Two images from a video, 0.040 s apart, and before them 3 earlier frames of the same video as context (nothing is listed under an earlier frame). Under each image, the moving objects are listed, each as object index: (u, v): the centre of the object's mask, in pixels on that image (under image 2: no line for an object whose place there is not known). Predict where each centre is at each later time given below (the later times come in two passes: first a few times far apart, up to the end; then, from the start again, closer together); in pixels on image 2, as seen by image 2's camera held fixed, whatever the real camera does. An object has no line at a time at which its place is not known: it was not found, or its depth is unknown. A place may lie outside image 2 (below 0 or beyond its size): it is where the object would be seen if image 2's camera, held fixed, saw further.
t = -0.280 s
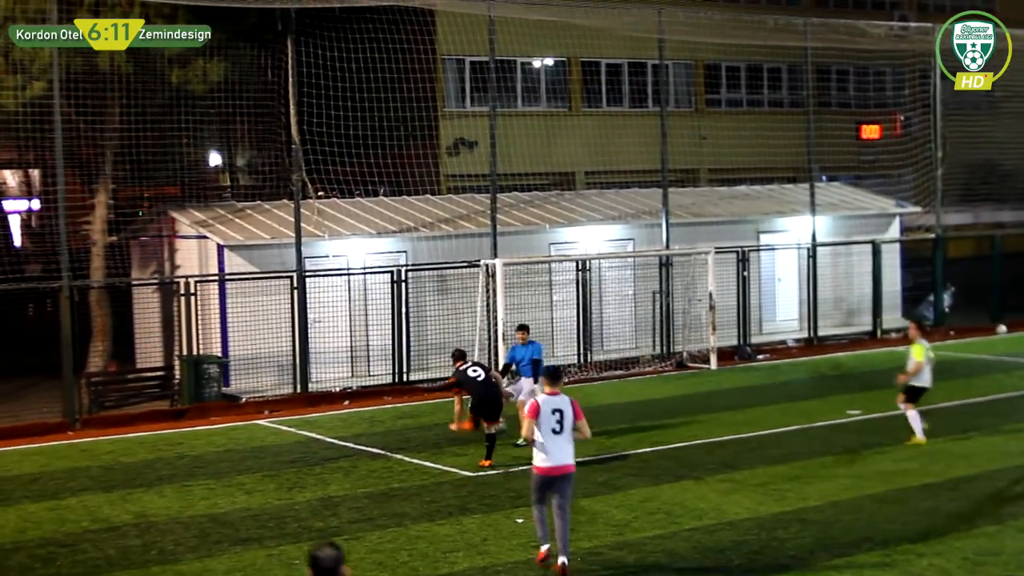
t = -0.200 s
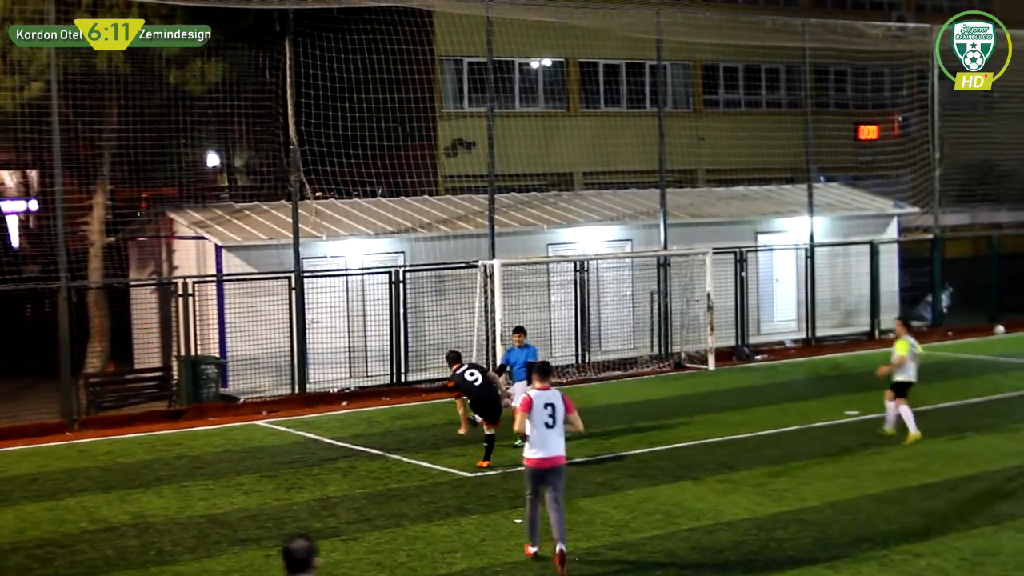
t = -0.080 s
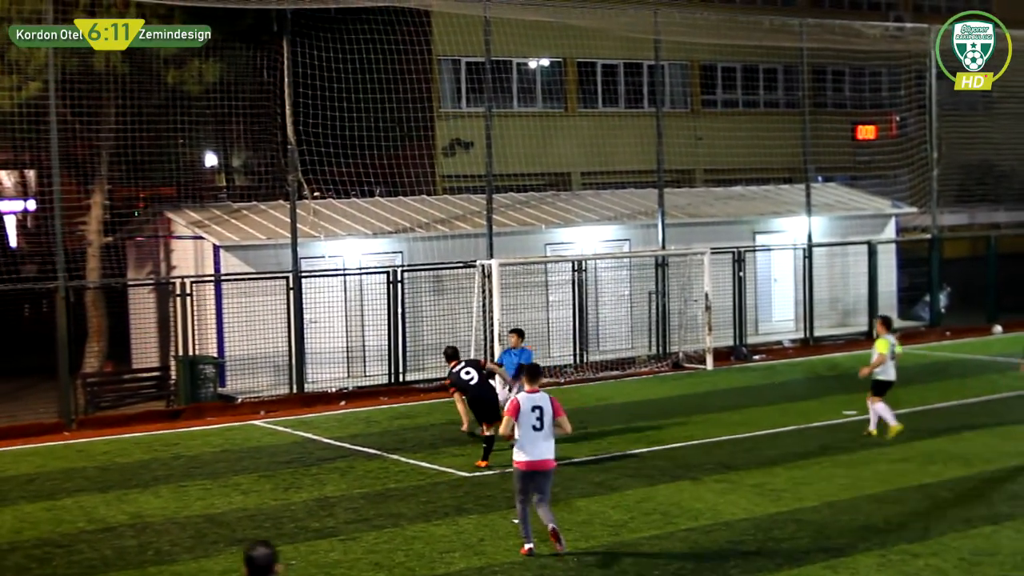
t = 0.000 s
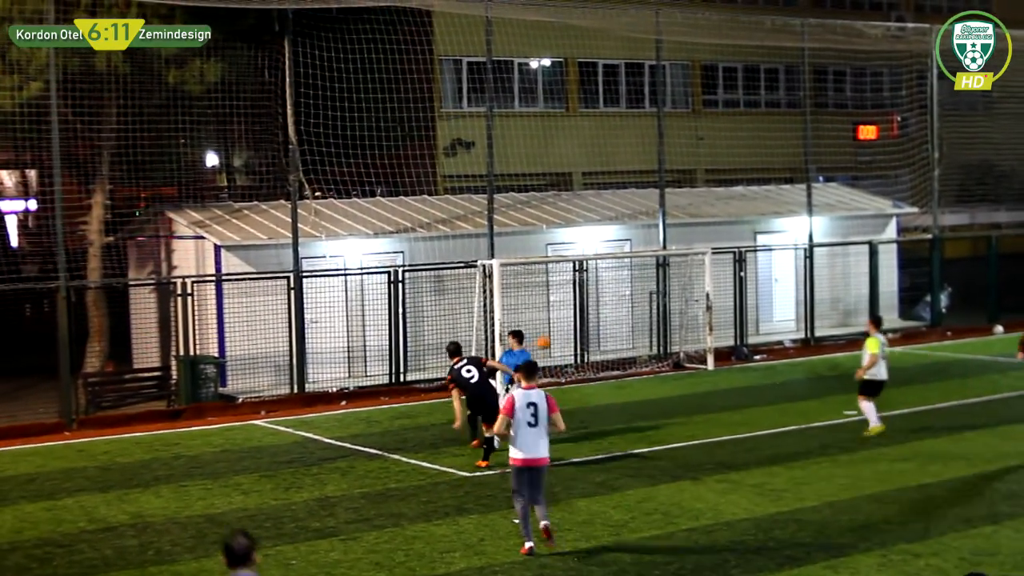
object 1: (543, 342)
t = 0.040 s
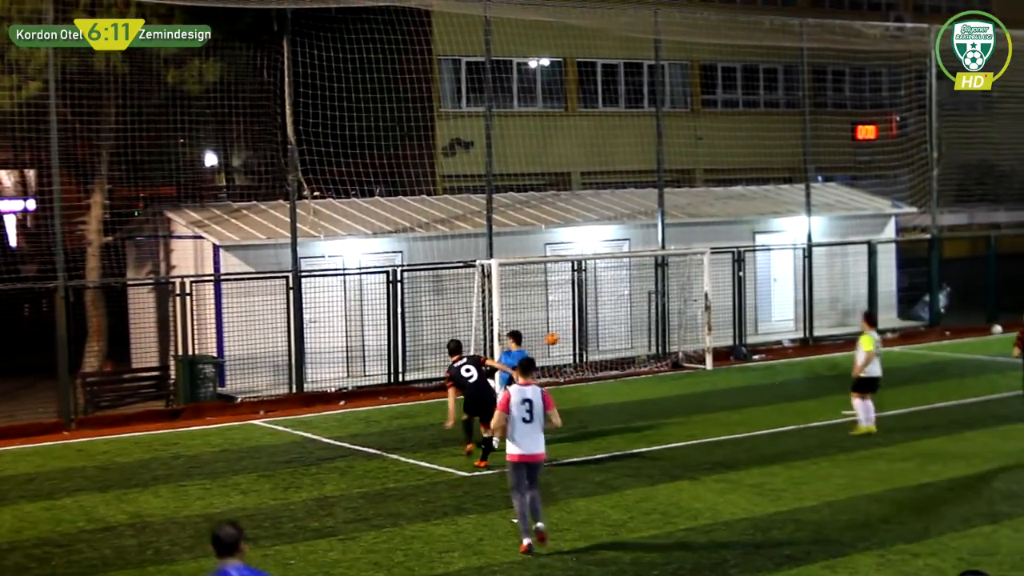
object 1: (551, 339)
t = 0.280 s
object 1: (606, 347)
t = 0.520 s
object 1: (676, 386)
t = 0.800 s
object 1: (734, 375)
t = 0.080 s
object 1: (560, 336)
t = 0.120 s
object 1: (569, 334)
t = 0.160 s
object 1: (578, 334)
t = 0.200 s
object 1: (585, 336)
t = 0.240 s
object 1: (595, 341)
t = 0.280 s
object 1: (606, 347)
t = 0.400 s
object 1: (642, 368)
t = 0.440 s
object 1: (656, 379)
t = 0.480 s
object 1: (668, 389)
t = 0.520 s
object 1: (676, 386)
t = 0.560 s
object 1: (684, 381)
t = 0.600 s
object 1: (691, 378)
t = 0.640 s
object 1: (700, 375)
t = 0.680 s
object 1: (708, 374)
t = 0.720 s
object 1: (717, 374)
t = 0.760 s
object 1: (725, 374)
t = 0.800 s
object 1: (734, 375)
